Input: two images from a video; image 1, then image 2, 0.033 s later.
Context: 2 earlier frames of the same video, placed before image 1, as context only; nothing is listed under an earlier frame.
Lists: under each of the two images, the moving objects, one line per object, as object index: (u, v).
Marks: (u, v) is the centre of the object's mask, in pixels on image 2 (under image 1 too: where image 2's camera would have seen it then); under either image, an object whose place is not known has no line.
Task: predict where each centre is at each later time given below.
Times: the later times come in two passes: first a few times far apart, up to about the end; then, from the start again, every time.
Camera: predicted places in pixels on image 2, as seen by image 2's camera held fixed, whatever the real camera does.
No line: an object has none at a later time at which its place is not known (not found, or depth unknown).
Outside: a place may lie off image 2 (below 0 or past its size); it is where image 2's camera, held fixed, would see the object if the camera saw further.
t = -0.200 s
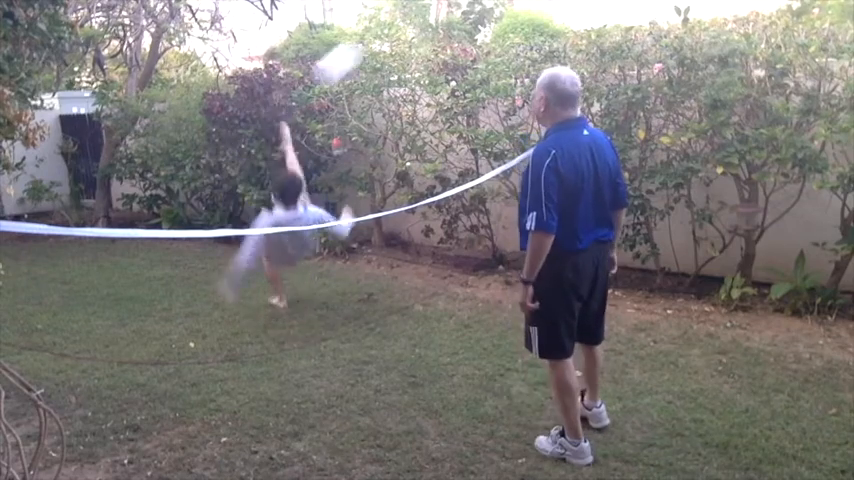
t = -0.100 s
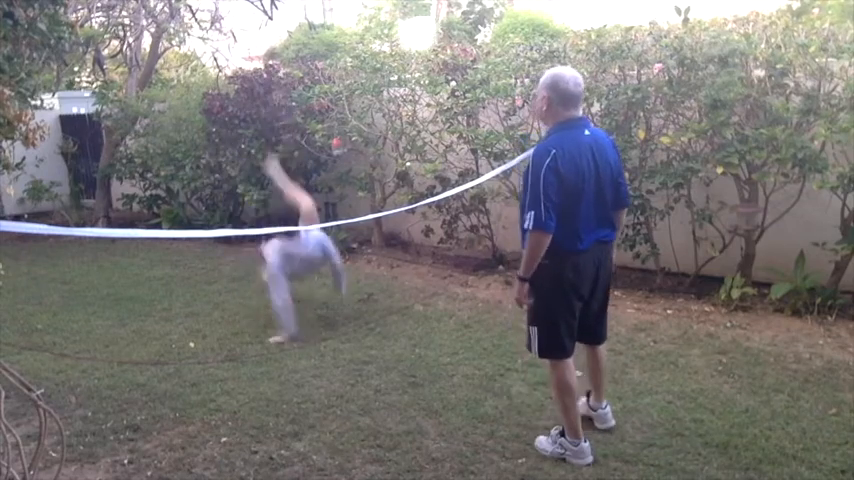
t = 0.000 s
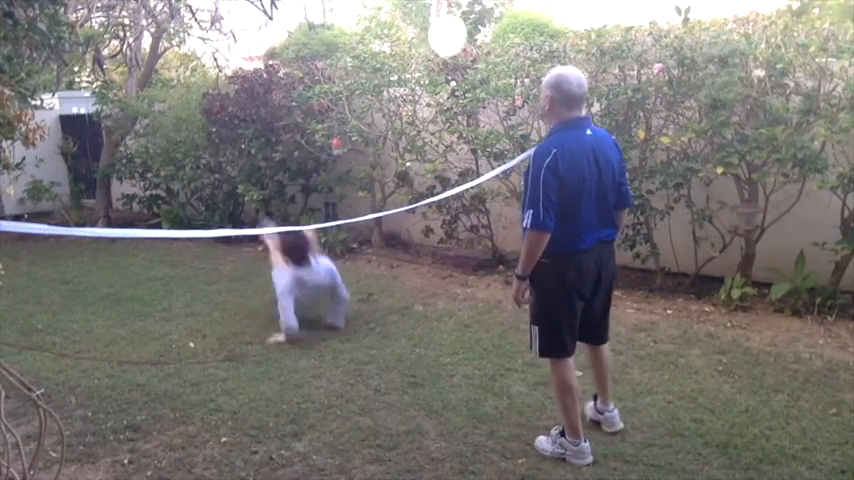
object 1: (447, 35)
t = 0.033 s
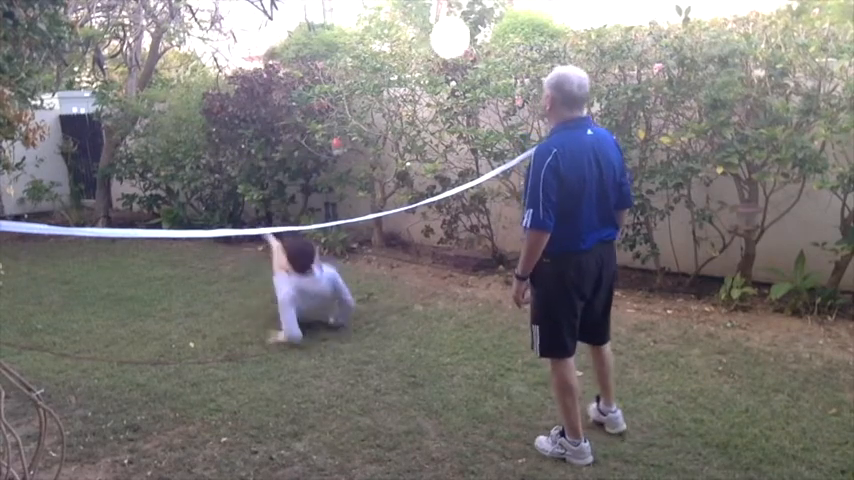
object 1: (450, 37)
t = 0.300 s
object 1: (422, 102)
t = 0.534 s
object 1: (365, 202)
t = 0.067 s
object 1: (452, 39)
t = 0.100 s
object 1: (452, 43)
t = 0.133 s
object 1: (450, 48)
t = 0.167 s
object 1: (446, 57)
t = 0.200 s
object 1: (440, 68)
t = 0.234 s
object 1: (435, 78)
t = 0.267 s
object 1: (429, 90)
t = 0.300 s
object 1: (422, 102)
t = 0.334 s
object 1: (413, 116)
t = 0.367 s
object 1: (405, 130)
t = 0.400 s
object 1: (395, 146)
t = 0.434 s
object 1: (387, 160)
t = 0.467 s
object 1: (379, 174)
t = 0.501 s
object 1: (372, 187)
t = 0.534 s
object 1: (365, 202)
